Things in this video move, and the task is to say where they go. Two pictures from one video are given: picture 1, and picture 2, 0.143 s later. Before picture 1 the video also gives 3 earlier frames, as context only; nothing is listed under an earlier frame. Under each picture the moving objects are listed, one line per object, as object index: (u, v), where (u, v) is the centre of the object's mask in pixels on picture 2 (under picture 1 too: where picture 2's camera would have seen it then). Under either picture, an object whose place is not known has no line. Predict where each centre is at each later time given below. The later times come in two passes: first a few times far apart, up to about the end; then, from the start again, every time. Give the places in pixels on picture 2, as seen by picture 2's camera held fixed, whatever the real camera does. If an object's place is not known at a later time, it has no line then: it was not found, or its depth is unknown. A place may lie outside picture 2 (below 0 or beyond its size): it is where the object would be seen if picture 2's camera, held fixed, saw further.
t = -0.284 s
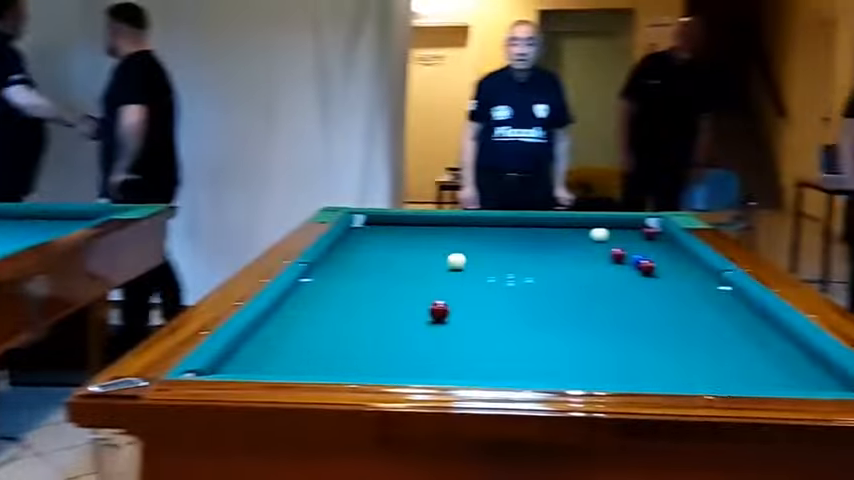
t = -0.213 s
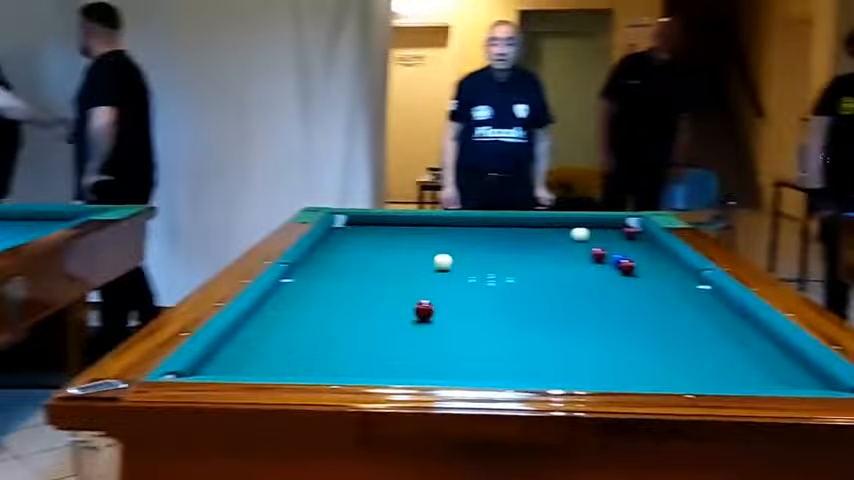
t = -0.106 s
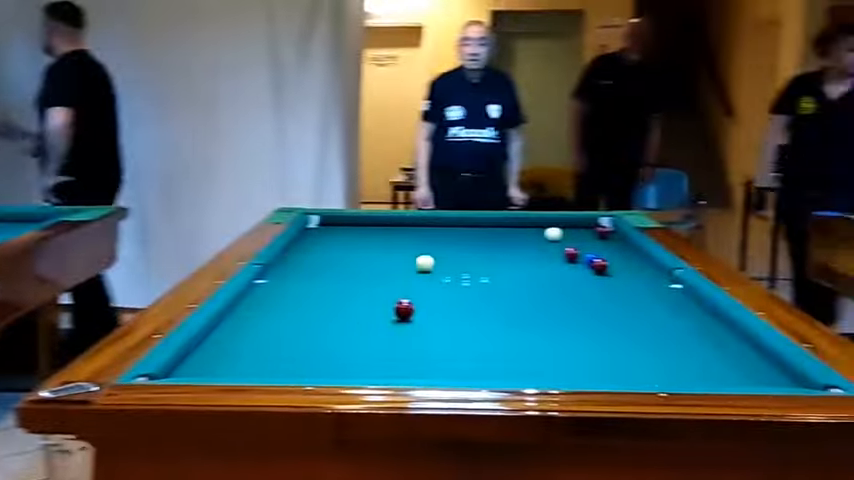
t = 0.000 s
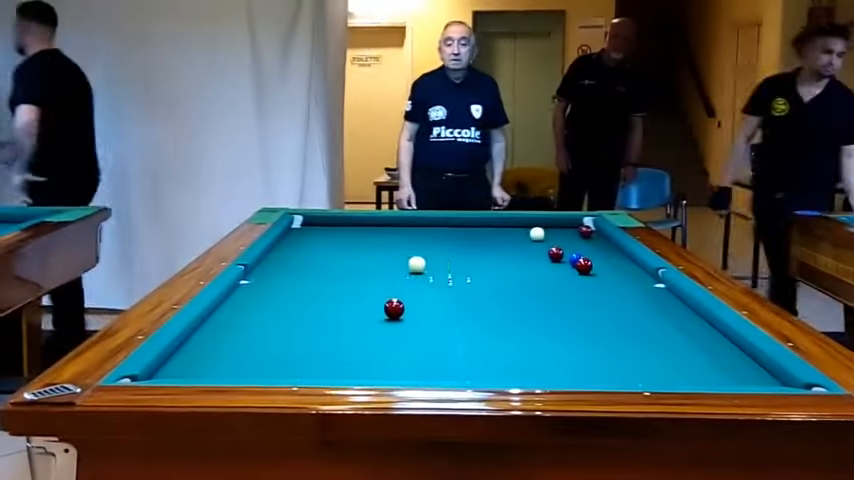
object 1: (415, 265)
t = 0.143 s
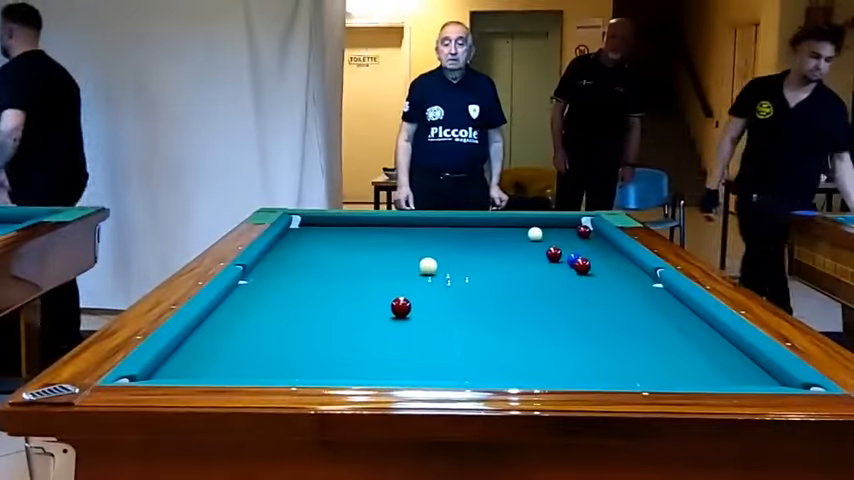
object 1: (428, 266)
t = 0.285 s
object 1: (438, 267)
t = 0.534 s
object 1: (458, 270)
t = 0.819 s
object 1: (479, 272)
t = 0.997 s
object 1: (492, 274)
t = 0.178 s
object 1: (430, 266)
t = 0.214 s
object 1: (433, 266)
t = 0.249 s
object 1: (436, 267)
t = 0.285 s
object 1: (438, 267)
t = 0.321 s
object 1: (441, 267)
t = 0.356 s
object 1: (443, 267)
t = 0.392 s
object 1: (445, 268)
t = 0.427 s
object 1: (448, 268)
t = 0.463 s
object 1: (451, 268)
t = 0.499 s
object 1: (453, 269)
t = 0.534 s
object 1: (458, 270)
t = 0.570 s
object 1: (461, 270)
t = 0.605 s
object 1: (463, 270)
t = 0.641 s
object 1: (466, 270)
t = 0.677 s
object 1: (469, 271)
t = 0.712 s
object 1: (471, 271)
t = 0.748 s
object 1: (474, 272)
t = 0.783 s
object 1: (476, 272)
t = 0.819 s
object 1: (479, 272)
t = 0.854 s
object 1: (481, 272)
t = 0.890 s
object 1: (484, 273)
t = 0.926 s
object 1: (486, 273)
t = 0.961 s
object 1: (489, 273)
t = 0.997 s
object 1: (492, 274)
